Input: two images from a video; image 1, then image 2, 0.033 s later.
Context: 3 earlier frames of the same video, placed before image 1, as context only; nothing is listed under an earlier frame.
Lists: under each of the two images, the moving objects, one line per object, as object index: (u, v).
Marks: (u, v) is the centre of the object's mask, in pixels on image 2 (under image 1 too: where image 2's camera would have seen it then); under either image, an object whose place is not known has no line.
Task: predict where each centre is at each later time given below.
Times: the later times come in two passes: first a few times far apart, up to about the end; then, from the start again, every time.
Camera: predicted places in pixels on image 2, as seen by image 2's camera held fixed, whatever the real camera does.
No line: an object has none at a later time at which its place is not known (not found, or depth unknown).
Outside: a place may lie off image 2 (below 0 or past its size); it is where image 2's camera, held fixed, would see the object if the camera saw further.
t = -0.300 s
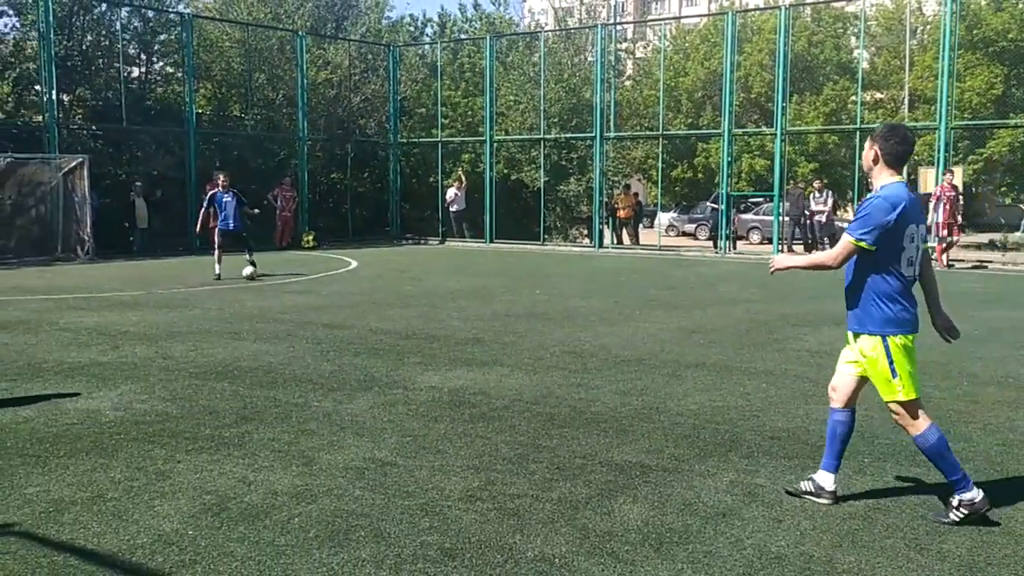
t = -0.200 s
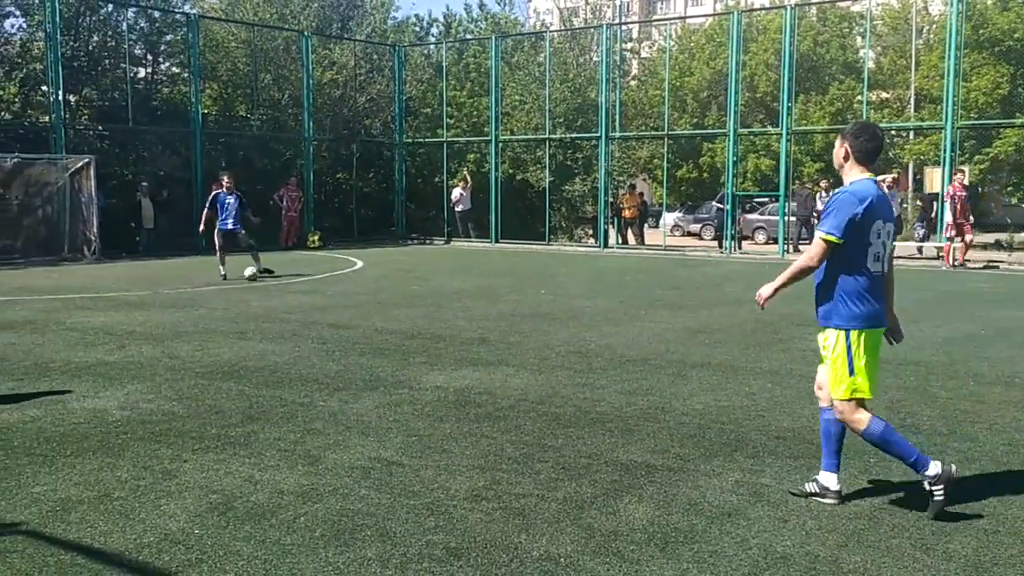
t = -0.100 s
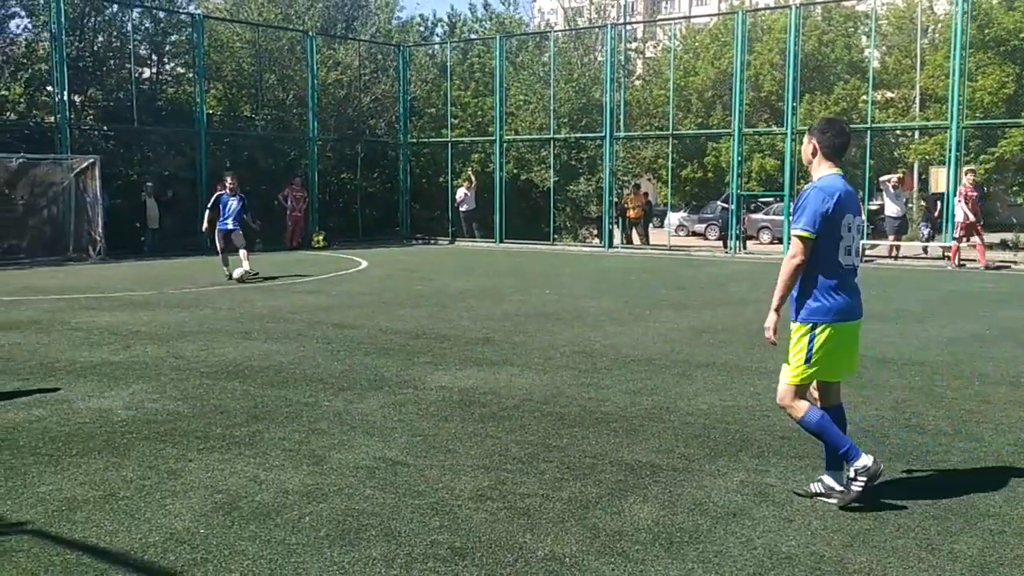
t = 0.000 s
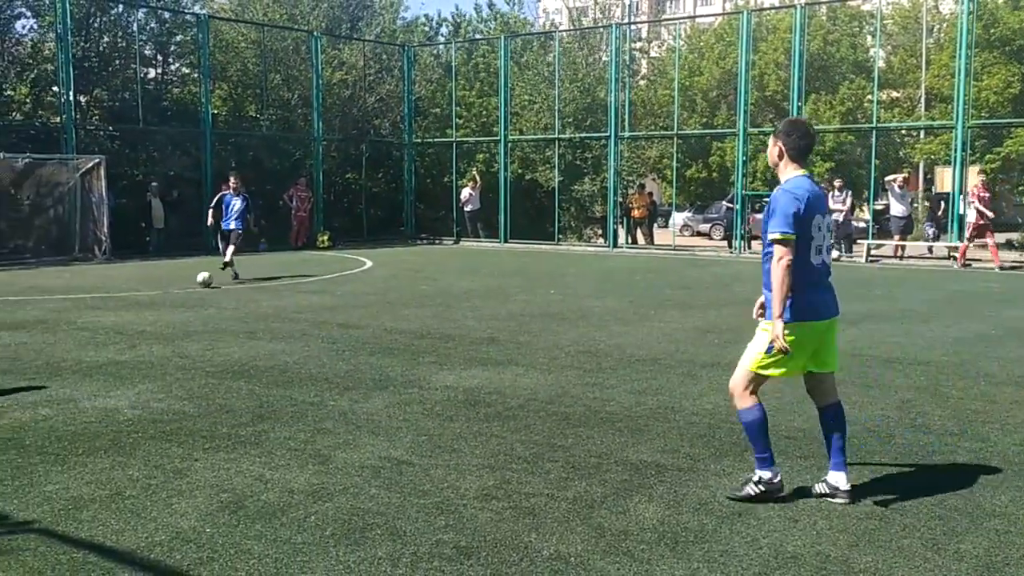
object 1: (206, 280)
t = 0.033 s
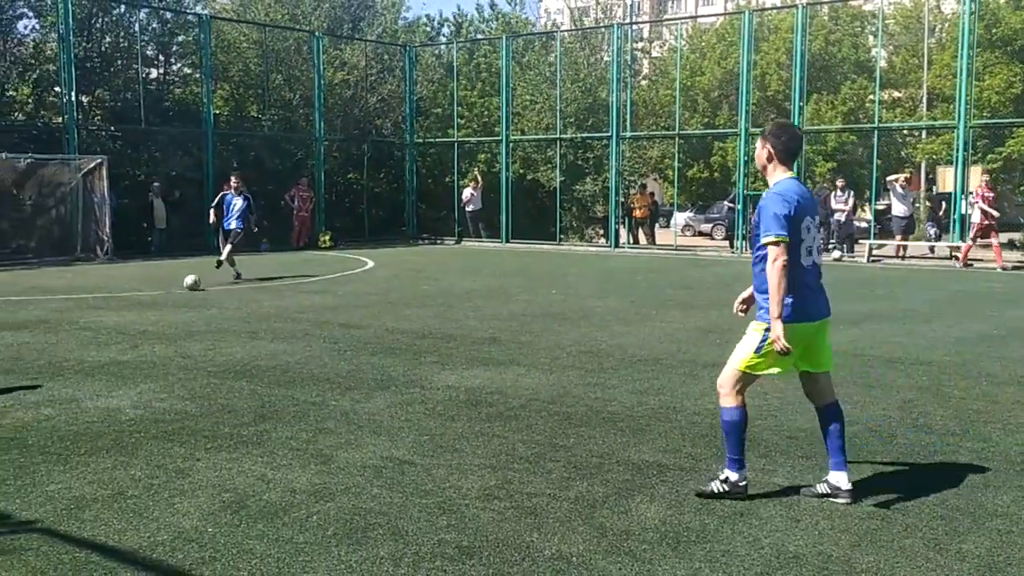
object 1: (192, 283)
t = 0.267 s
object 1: (91, 294)
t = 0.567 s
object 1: (-52, 313)
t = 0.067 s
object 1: (178, 283)
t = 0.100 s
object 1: (164, 284)
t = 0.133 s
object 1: (150, 285)
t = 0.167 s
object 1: (135, 288)
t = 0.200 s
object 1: (120, 291)
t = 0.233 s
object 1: (106, 293)
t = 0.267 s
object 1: (91, 294)
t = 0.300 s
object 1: (76, 295)
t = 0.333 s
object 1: (62, 297)
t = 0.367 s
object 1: (46, 300)
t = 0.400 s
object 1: (31, 303)
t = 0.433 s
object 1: (15, 304)
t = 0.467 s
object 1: (-1, 305)
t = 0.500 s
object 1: (-18, 307)
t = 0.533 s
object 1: (-34, 311)
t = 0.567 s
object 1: (-52, 313)
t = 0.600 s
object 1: (-70, 314)
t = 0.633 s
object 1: (-85, 316)
